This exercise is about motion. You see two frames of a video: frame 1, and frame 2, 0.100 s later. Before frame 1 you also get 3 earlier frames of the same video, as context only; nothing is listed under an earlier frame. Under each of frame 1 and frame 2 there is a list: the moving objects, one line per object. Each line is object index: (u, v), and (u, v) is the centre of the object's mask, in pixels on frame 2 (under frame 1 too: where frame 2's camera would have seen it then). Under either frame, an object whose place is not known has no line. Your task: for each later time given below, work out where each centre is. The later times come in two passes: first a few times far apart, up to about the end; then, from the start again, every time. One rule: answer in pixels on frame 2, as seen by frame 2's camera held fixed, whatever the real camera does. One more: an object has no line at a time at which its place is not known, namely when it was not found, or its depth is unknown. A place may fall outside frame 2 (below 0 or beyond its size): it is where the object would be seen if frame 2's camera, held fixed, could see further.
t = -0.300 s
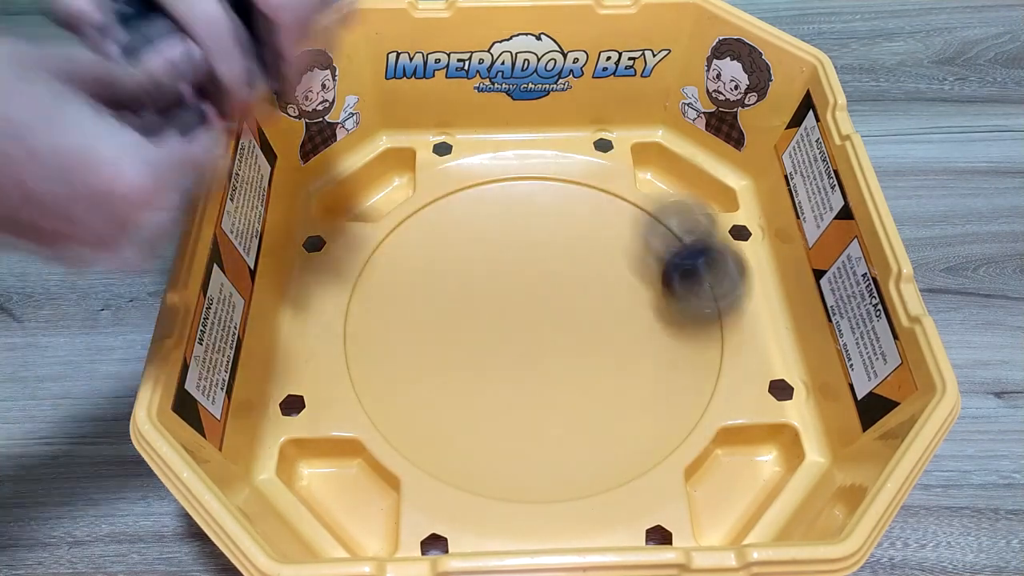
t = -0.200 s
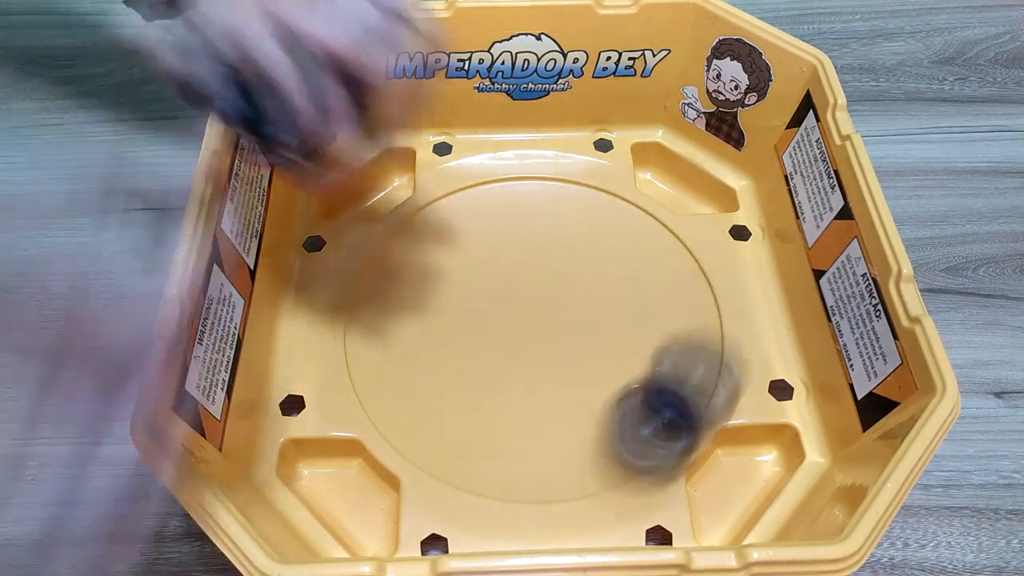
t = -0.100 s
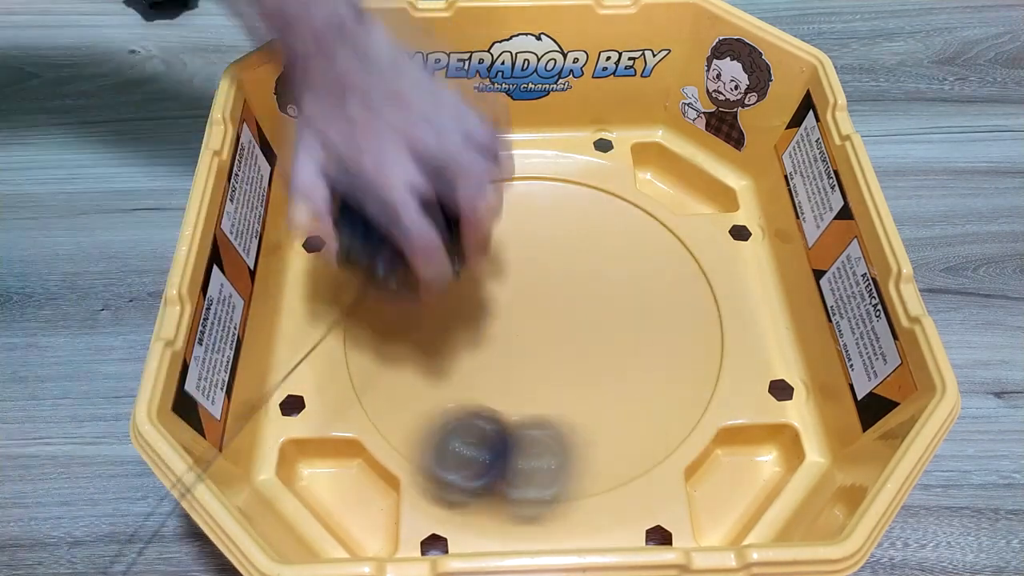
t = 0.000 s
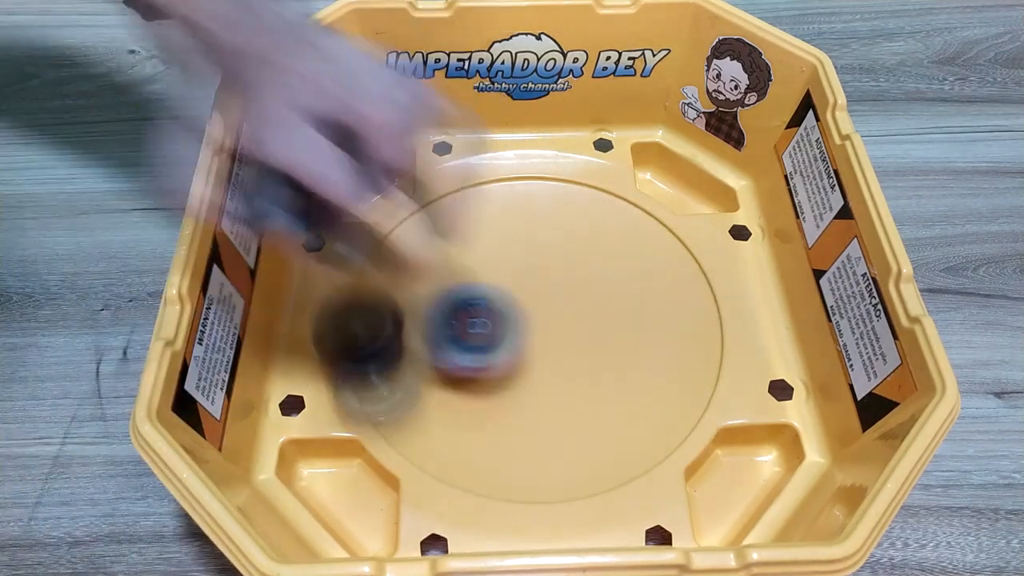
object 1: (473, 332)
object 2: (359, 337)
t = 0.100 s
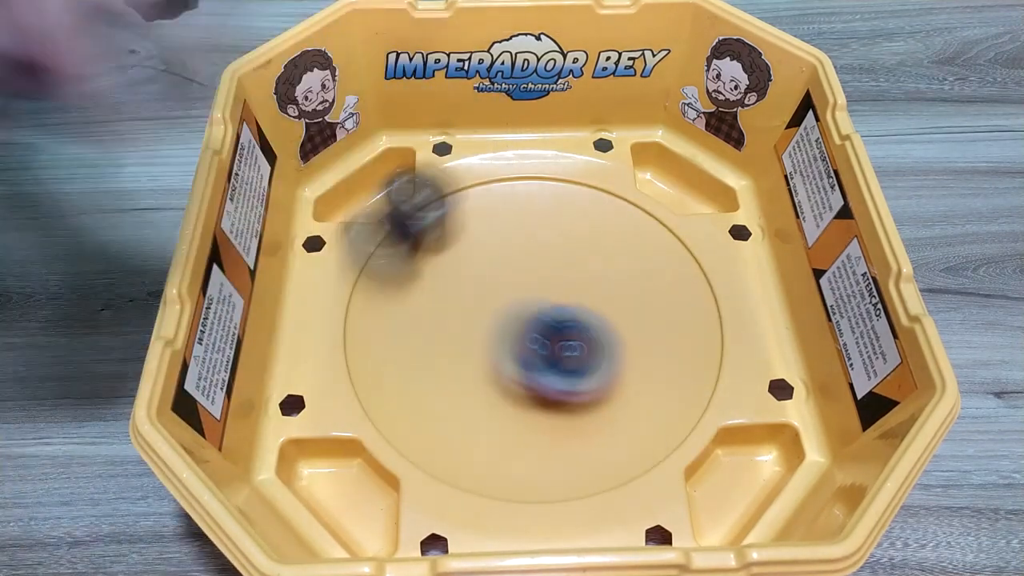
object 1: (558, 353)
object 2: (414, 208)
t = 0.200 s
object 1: (642, 354)
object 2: (583, 176)
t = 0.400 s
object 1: (635, 454)
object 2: (750, 275)
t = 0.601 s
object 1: (457, 495)
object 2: (695, 326)
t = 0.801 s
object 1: (397, 434)
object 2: (496, 336)
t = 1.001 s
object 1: (488, 334)
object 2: (388, 251)
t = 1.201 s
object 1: (633, 280)
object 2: (499, 232)
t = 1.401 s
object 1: (752, 304)
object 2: (562, 197)
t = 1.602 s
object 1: (699, 323)
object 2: (636, 254)
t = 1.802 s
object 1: (590, 383)
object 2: (563, 250)
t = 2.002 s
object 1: (496, 367)
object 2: (493, 277)
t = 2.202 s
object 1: (487, 378)
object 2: (462, 254)
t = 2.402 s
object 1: (546, 377)
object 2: (502, 246)
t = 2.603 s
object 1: (589, 354)
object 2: (558, 260)
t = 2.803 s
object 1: (547, 352)
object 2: (569, 250)
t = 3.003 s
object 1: (493, 354)
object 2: (547, 265)
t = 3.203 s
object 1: (483, 387)
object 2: (529, 265)
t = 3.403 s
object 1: (523, 375)
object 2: (539, 271)
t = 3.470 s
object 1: (533, 363)
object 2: (543, 272)
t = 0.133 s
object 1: (587, 357)
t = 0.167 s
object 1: (616, 357)
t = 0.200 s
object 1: (642, 354)
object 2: (583, 176)
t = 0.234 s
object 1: (665, 348)
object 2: (641, 199)
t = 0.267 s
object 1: (682, 341)
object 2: (686, 245)
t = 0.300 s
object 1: (681, 358)
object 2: (705, 252)
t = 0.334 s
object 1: (673, 394)
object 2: (724, 254)
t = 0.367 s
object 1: (657, 428)
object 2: (736, 262)
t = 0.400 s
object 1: (635, 454)
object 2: (750, 275)
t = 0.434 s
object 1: (606, 474)
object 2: (755, 282)
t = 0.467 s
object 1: (574, 486)
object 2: (750, 290)
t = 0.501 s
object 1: (541, 493)
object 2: (741, 298)
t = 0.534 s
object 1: (509, 496)
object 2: (729, 307)
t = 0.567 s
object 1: (483, 495)
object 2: (716, 316)
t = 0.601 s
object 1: (457, 495)
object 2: (695, 326)
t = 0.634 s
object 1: (435, 490)
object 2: (660, 337)
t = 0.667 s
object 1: (417, 482)
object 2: (637, 340)
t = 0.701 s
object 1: (404, 472)
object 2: (604, 343)
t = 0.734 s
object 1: (398, 461)
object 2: (570, 344)
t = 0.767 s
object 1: (395, 448)
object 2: (529, 343)
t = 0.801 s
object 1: (397, 434)
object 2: (496, 336)
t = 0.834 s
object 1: (404, 419)
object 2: (465, 325)
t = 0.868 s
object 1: (416, 402)
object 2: (437, 312)
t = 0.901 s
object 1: (431, 385)
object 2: (414, 298)
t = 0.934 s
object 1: (449, 368)
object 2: (396, 283)
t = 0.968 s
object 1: (469, 350)
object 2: (386, 267)
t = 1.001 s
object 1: (488, 334)
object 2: (388, 251)
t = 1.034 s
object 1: (511, 318)
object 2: (396, 248)
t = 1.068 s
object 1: (529, 306)
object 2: (419, 248)
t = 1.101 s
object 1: (550, 293)
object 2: (450, 251)
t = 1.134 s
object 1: (567, 281)
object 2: (481, 253)
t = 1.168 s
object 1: (593, 279)
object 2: (495, 245)
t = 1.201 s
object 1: (633, 280)
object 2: (499, 232)
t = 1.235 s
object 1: (677, 284)
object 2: (505, 221)
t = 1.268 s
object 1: (707, 287)
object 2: (514, 210)
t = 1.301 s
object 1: (725, 288)
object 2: (524, 203)
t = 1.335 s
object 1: (737, 293)
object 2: (535, 197)
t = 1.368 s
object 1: (746, 299)
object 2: (547, 196)
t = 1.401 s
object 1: (752, 304)
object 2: (562, 197)
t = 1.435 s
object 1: (753, 308)
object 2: (575, 200)
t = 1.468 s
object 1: (750, 311)
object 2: (591, 207)
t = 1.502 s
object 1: (743, 314)
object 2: (605, 216)
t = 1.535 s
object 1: (733, 316)
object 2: (619, 227)
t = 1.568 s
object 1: (719, 319)
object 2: (629, 239)
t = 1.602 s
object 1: (699, 323)
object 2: (636, 254)
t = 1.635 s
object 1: (684, 338)
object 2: (629, 255)
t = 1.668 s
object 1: (668, 354)
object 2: (618, 250)
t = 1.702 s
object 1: (651, 365)
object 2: (605, 246)
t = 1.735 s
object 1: (631, 374)
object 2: (591, 245)
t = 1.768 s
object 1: (611, 380)
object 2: (577, 247)
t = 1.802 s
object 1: (590, 383)
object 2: (563, 250)
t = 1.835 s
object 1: (570, 384)
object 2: (550, 254)
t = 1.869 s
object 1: (551, 382)
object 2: (537, 258)
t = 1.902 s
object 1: (534, 379)
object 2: (525, 264)
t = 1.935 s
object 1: (519, 375)
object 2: (513, 269)
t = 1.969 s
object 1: (507, 370)
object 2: (502, 275)
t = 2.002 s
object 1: (496, 367)
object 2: (493, 277)
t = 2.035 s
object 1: (489, 368)
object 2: (482, 276)
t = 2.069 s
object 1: (485, 370)
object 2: (474, 272)
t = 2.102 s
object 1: (482, 373)
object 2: (468, 267)
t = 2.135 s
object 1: (482, 375)
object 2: (464, 263)
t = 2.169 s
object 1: (484, 377)
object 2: (462, 258)
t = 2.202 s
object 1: (487, 378)
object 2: (462, 254)
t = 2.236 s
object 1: (494, 378)
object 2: (464, 251)
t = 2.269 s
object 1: (502, 379)
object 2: (468, 249)
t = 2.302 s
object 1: (512, 379)
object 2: (474, 247)
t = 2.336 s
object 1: (523, 379)
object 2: (482, 246)
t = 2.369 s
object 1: (534, 378)
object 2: (492, 246)
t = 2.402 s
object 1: (546, 377)
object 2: (502, 246)
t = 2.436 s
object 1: (557, 376)
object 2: (512, 247)
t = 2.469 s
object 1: (567, 373)
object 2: (523, 249)
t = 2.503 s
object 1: (576, 370)
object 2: (534, 250)
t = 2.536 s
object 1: (583, 366)
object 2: (542, 252)
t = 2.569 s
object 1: (587, 360)
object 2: (551, 256)
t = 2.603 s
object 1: (589, 354)
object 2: (558, 260)
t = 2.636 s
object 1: (588, 348)
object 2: (564, 263)
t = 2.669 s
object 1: (584, 348)
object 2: (567, 259)
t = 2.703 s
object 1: (579, 349)
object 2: (569, 256)
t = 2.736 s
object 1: (570, 350)
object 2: (570, 253)
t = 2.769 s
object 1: (559, 351)
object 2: (570, 251)
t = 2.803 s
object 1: (547, 352)
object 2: (569, 250)
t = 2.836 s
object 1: (535, 352)
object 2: (567, 250)
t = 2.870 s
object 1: (524, 352)
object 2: (565, 251)
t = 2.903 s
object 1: (514, 353)
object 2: (562, 254)
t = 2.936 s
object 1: (505, 353)
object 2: (558, 257)
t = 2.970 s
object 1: (498, 354)
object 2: (552, 261)
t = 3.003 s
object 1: (493, 354)
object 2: (547, 265)
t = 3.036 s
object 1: (490, 355)
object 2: (540, 270)
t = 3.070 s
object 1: (489, 355)
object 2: (535, 275)
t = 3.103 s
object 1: (486, 363)
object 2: (531, 274)
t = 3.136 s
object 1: (483, 372)
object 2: (530, 271)
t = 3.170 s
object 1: (482, 380)
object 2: (530, 267)
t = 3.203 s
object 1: (483, 387)
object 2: (529, 265)
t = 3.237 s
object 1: (487, 390)
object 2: (530, 263)
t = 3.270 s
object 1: (492, 392)
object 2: (530, 263)
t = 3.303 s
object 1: (499, 391)
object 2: (532, 263)
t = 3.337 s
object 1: (507, 388)
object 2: (533, 264)
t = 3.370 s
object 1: (515, 382)
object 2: (536, 268)
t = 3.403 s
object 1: (523, 375)
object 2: (539, 271)
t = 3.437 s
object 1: (529, 366)
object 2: (540, 275)
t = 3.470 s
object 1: (533, 363)
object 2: (543, 272)
